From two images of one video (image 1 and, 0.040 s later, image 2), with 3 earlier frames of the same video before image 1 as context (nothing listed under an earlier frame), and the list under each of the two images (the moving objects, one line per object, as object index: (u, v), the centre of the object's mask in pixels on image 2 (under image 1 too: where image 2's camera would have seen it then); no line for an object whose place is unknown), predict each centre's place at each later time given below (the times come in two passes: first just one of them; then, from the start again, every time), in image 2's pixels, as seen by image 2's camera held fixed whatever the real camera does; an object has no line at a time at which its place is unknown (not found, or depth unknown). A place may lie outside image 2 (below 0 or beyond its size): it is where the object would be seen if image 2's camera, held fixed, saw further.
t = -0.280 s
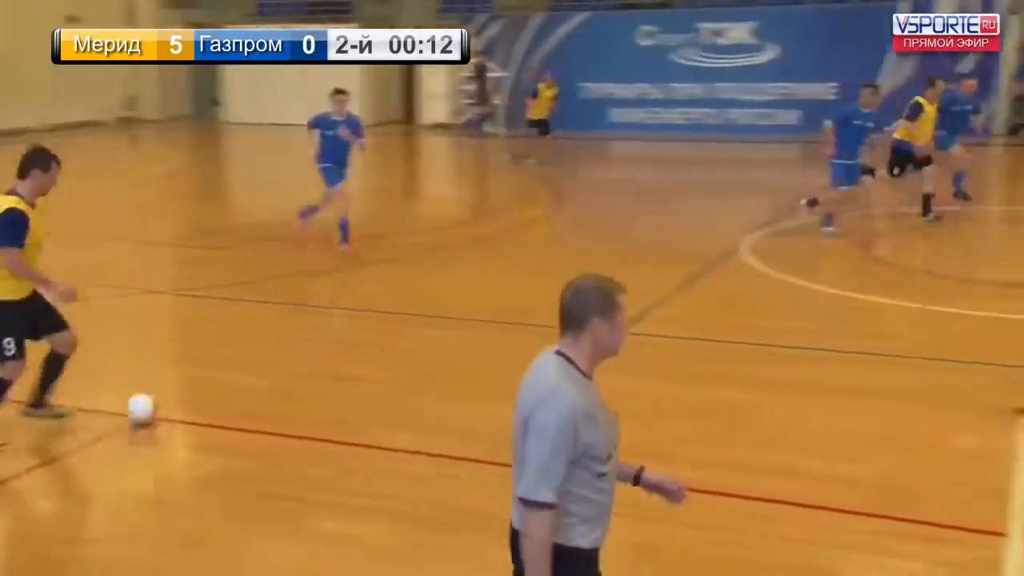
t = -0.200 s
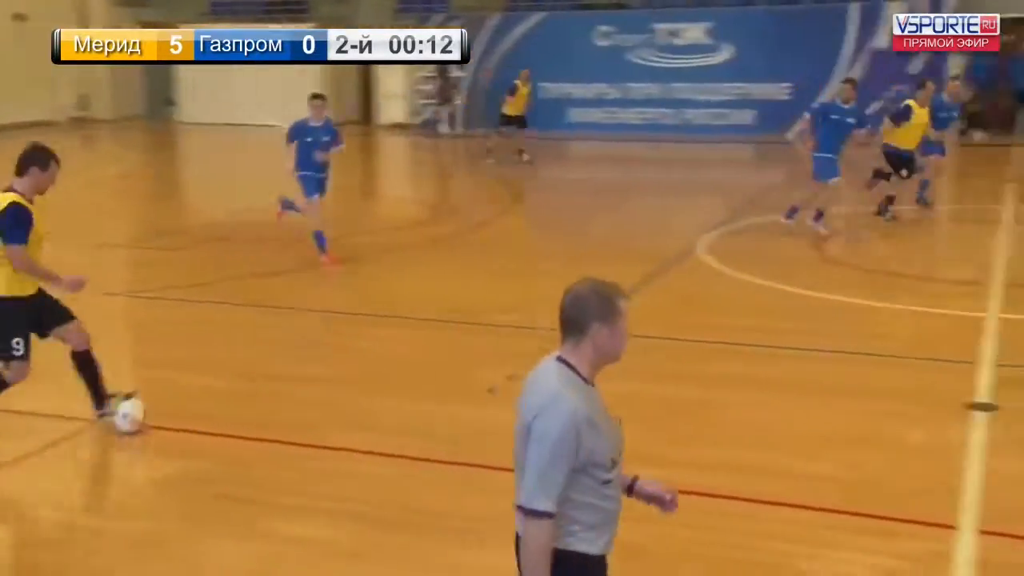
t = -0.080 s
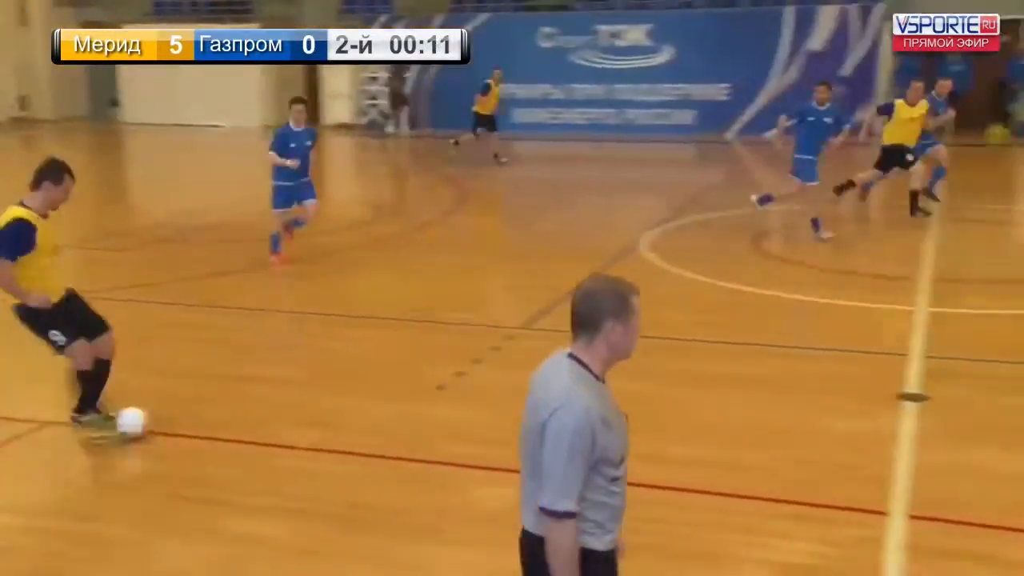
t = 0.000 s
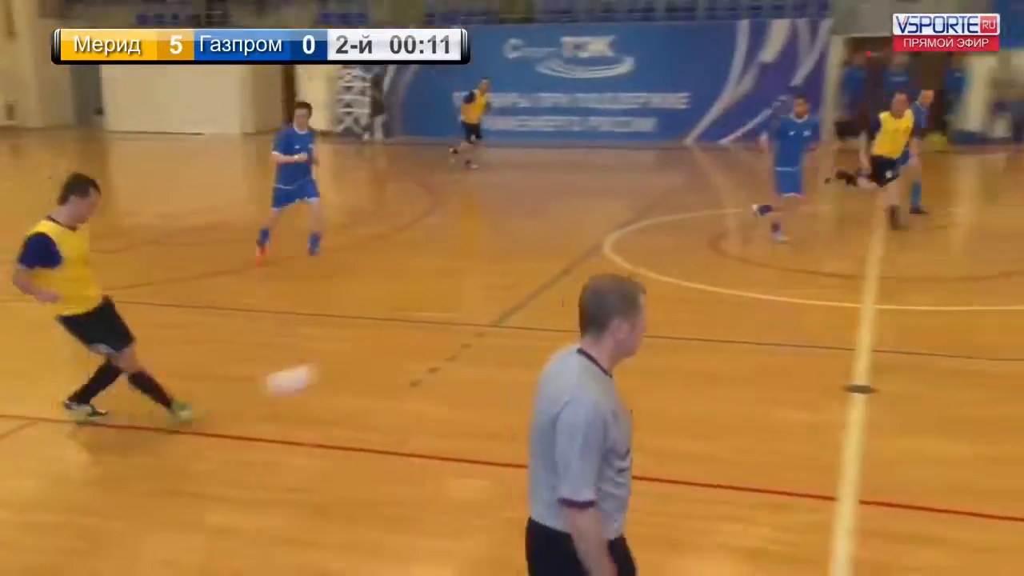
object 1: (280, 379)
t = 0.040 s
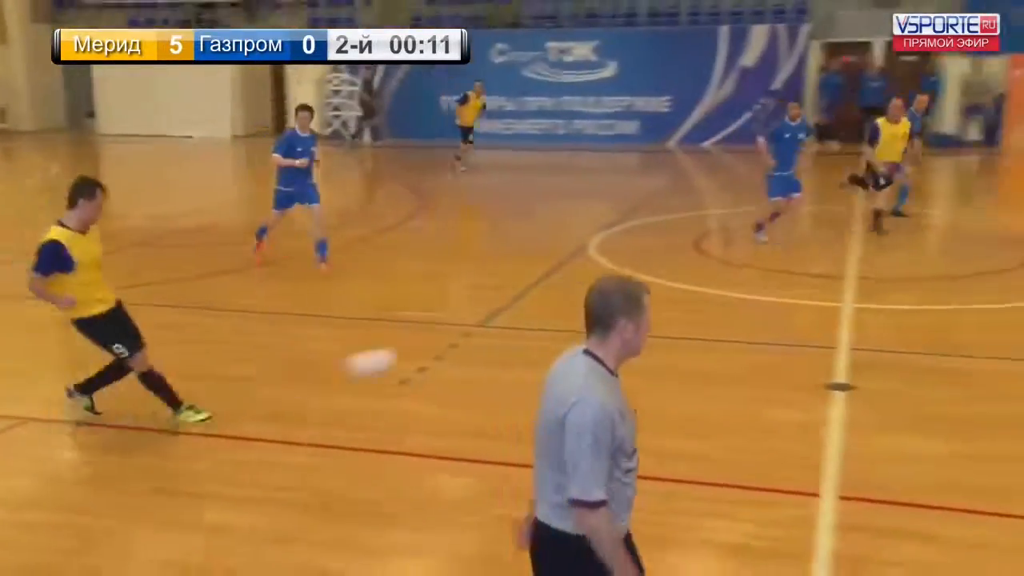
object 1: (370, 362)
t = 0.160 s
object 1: (627, 328)
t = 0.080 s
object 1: (458, 348)
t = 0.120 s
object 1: (545, 336)
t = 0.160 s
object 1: (627, 328)
